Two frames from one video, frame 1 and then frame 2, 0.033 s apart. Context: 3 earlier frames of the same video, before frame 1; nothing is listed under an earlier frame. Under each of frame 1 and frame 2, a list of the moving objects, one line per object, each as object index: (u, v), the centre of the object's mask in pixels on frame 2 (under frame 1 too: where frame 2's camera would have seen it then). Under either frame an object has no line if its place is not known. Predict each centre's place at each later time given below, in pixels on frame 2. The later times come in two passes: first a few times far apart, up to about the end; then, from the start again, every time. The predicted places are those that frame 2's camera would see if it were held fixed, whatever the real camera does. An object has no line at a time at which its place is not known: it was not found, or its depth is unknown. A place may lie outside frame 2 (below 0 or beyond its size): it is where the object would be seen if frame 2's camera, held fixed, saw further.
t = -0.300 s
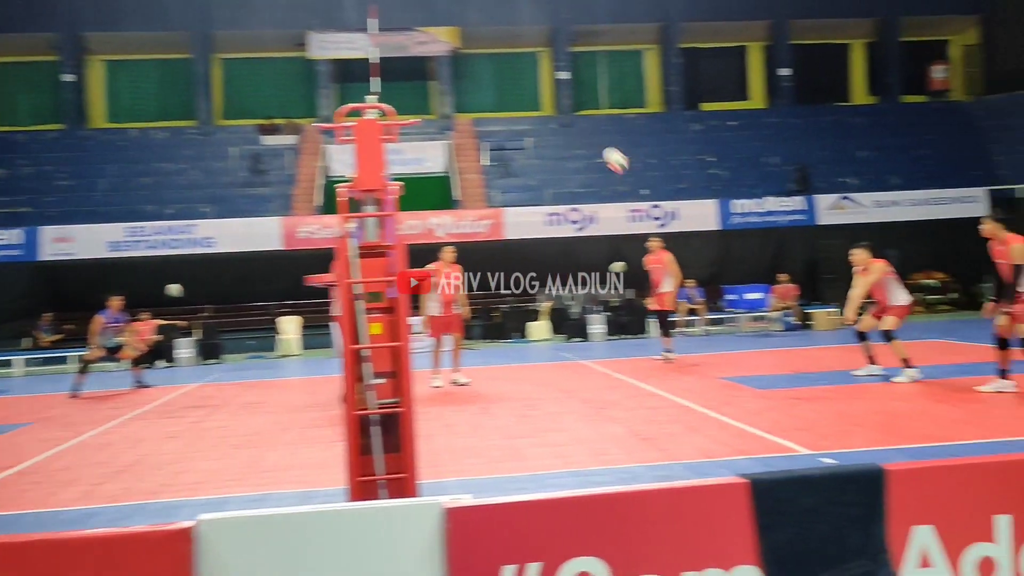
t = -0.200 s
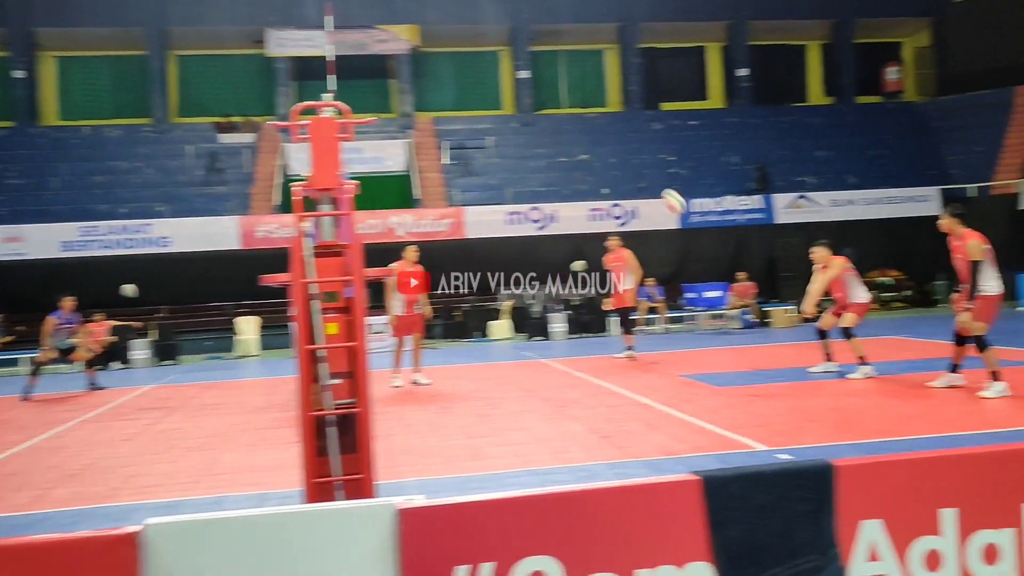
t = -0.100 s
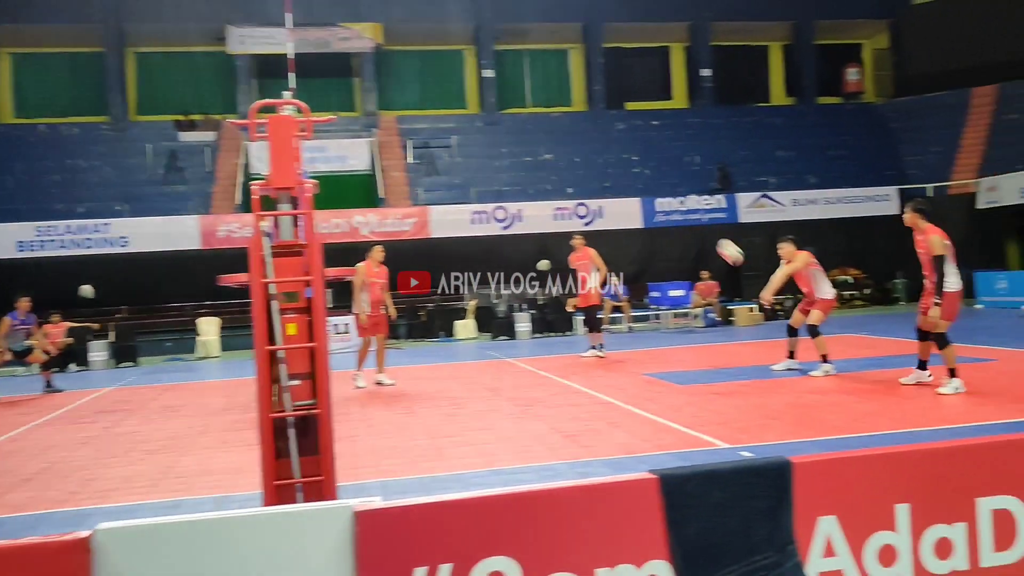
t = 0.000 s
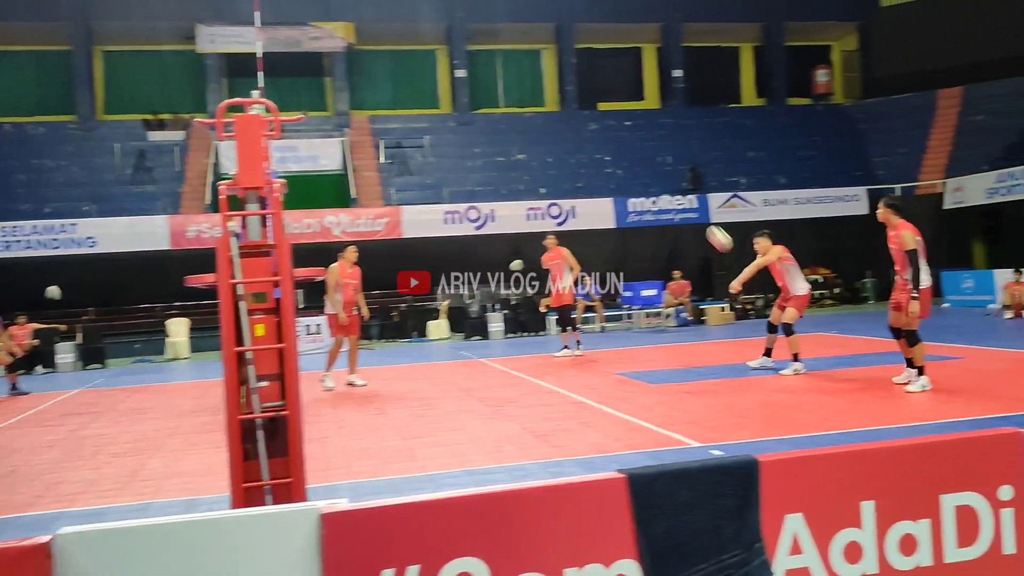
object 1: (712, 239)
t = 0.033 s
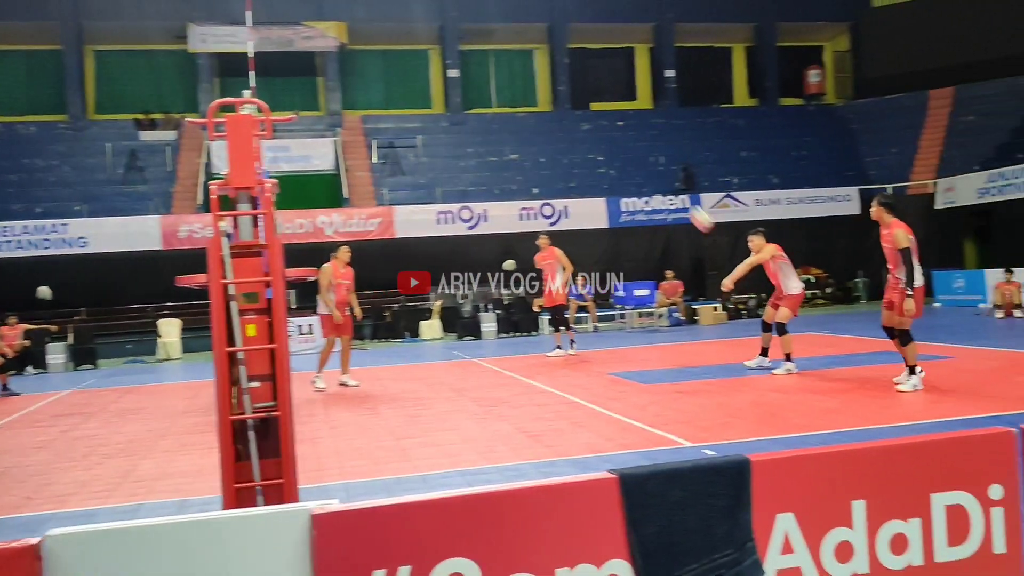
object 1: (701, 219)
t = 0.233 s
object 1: (634, 123)
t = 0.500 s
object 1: (557, 47)
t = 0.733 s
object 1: (497, 29)
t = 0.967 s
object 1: (443, 55)
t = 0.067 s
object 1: (688, 200)
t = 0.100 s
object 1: (677, 183)
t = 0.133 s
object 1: (666, 167)
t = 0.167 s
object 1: (655, 151)
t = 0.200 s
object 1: (645, 136)
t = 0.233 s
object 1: (634, 123)
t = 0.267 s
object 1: (624, 110)
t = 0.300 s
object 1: (613, 97)
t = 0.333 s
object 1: (602, 87)
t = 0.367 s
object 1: (593, 77)
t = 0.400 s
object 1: (584, 68)
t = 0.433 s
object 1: (574, 60)
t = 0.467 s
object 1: (565, 53)
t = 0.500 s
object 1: (557, 47)
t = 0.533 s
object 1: (548, 42)
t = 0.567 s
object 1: (539, 38)
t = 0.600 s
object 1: (531, 34)
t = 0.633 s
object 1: (522, 31)
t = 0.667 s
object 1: (513, 30)
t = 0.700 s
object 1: (506, 29)
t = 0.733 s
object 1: (497, 29)
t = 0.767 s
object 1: (489, 30)
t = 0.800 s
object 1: (481, 32)
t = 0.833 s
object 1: (473, 35)
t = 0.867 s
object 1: (465, 38)
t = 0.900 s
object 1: (457, 43)
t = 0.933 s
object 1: (450, 49)
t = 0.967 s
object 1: (443, 55)
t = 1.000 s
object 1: (435, 62)
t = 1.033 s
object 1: (427, 69)
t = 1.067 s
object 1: (420, 78)
